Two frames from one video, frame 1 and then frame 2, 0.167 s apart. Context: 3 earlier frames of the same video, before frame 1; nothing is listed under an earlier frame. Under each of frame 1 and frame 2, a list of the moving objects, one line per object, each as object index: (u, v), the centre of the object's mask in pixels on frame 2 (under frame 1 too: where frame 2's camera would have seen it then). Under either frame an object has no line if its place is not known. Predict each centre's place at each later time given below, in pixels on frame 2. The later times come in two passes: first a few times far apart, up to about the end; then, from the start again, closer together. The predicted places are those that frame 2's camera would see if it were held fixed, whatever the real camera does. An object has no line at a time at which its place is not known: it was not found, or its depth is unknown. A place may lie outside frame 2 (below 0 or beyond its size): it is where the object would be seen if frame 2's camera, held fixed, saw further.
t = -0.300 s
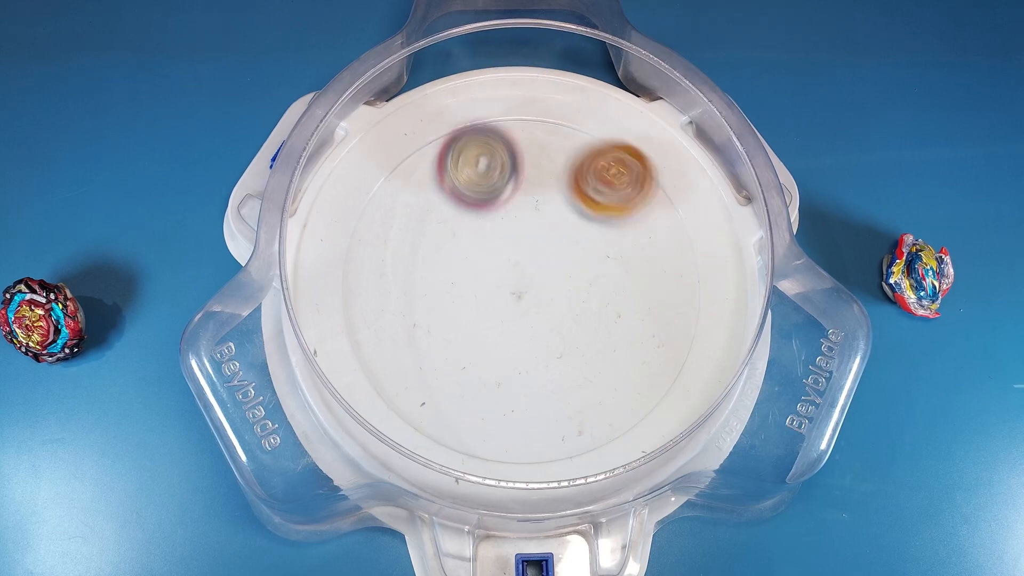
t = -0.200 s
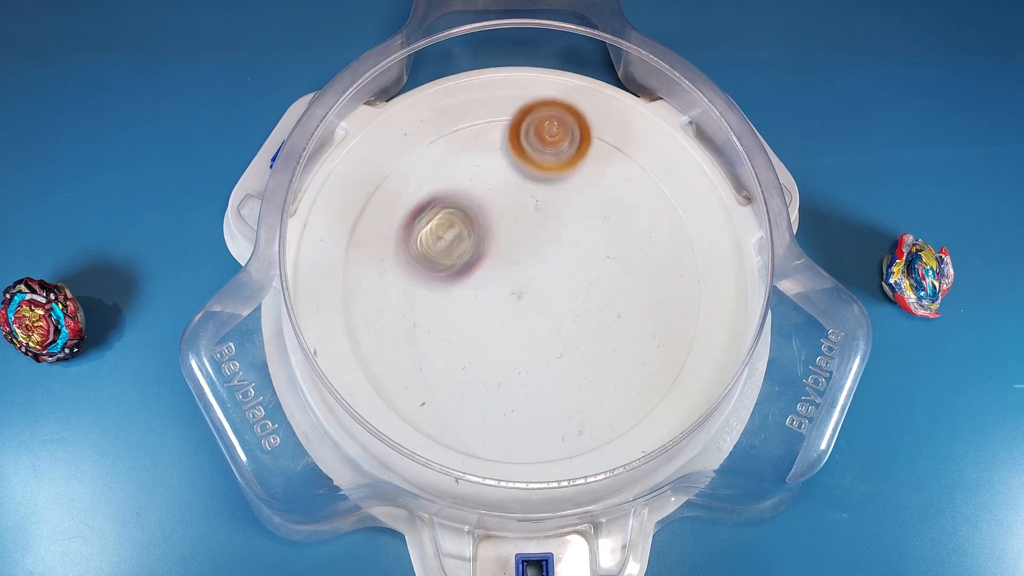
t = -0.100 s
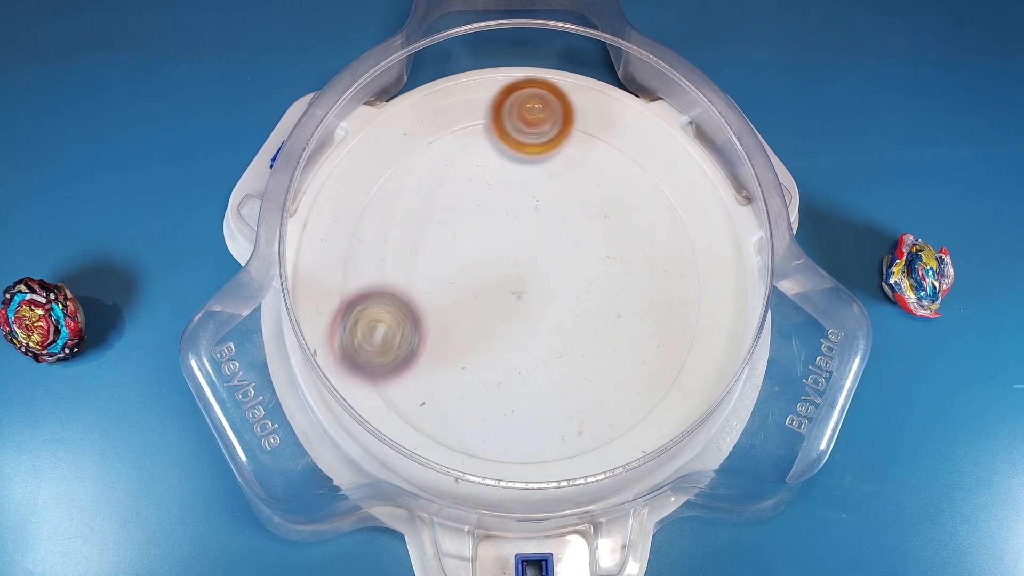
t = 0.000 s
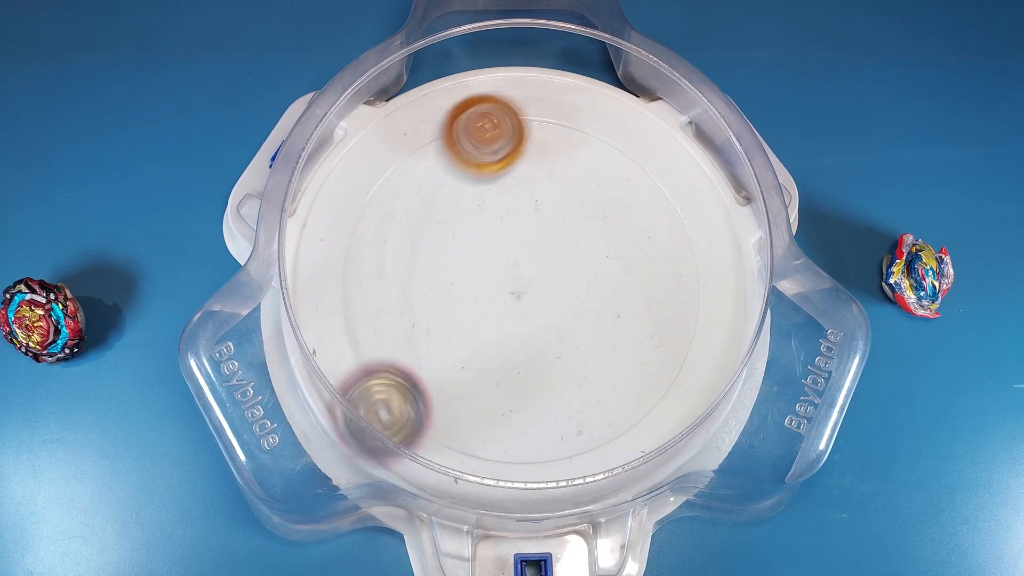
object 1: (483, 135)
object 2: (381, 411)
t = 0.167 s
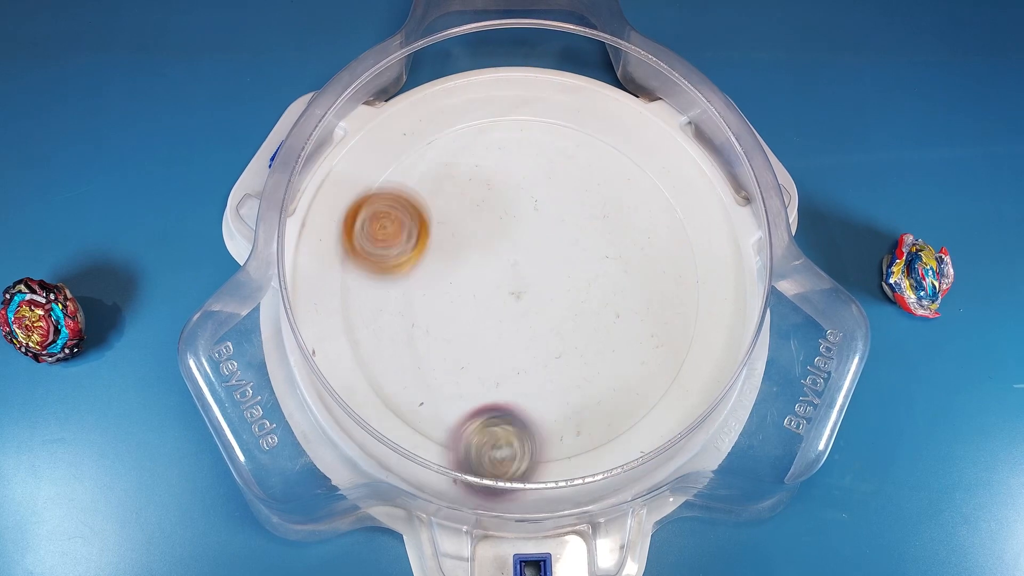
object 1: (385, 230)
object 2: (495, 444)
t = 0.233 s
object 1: (383, 296)
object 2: (557, 427)
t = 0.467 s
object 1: (572, 400)
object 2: (665, 194)
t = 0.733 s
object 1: (670, 210)
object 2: (410, 111)
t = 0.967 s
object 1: (499, 123)
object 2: (328, 281)
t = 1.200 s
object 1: (378, 285)
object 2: (505, 337)
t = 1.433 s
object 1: (540, 435)
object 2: (581, 182)
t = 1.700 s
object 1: (701, 288)
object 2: (444, 162)
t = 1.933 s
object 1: (584, 146)
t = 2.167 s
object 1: (405, 228)
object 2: (630, 248)
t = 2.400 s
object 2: (578, 140)
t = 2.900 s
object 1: (602, 184)
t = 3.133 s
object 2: (648, 202)
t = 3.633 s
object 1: (602, 435)
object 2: (554, 352)
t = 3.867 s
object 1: (726, 377)
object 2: (589, 270)
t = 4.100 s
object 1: (692, 243)
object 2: (518, 315)
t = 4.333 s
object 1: (538, 186)
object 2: (601, 339)
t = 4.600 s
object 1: (397, 304)
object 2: (512, 259)
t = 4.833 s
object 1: (471, 434)
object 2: (475, 338)
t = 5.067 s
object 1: (595, 399)
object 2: (547, 286)
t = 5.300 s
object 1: (560, 279)
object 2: (448, 239)
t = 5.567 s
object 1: (445, 264)
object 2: (406, 372)
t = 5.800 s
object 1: (429, 308)
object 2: (538, 389)
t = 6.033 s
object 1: (461, 313)
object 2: (574, 270)
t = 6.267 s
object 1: (487, 300)
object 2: (489, 182)
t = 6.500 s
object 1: (500, 281)
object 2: (389, 240)
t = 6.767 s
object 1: (512, 265)
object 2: (482, 349)
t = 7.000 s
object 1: (514, 255)
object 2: (603, 310)
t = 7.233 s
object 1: (515, 258)
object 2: (617, 202)
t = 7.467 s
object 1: (520, 265)
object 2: (507, 176)
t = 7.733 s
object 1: (538, 302)
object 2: (433, 267)
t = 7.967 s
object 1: (586, 304)
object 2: (495, 365)
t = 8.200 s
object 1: (607, 258)
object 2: (535, 391)
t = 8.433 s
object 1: (563, 219)
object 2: (542, 428)
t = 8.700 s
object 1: (492, 248)
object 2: (496, 365)
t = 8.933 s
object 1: (467, 215)
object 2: (404, 385)
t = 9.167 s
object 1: (462, 240)
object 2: (396, 355)
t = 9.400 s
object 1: (559, 231)
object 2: (362, 323)
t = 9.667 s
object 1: (591, 220)
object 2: (429, 299)
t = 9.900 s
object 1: (575, 233)
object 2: (459, 246)
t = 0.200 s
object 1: (380, 263)
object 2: (526, 440)
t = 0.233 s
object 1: (383, 296)
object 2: (557, 427)
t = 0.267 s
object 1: (395, 327)
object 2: (586, 406)
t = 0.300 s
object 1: (415, 355)
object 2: (611, 377)
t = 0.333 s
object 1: (441, 378)
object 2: (632, 345)
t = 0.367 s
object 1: (471, 395)
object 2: (648, 311)
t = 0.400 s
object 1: (506, 404)
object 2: (660, 274)
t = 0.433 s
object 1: (540, 406)
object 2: (666, 235)
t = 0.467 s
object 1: (572, 400)
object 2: (665, 194)
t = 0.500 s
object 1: (603, 387)
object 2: (660, 157)
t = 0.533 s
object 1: (627, 371)
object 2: (644, 124)
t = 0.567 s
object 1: (648, 348)
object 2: (608, 115)
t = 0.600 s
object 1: (665, 322)
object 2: (568, 113)
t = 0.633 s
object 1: (676, 295)
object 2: (528, 109)
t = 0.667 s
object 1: (680, 265)
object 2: (487, 107)
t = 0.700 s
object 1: (678, 237)
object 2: (445, 104)
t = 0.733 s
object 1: (670, 210)
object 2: (410, 111)
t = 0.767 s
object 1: (656, 184)
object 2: (392, 145)
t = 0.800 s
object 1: (638, 161)
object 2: (373, 173)
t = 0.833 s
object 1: (617, 143)
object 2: (356, 201)
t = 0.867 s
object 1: (590, 128)
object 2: (341, 224)
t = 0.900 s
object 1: (560, 121)
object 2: (329, 244)
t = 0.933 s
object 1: (529, 118)
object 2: (320, 262)
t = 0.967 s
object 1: (499, 123)
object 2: (328, 281)
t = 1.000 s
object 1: (468, 132)
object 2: (338, 298)
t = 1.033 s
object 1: (441, 148)
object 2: (358, 314)
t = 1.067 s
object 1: (417, 170)
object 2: (386, 329)
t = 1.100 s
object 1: (398, 194)
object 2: (415, 341)
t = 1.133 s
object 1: (385, 222)
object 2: (446, 346)
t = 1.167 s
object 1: (379, 254)
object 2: (476, 345)
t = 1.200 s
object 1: (378, 285)
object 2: (505, 337)
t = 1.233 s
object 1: (385, 317)
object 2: (529, 325)
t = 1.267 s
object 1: (398, 347)
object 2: (550, 307)
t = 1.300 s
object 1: (418, 375)
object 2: (567, 284)
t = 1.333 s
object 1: (444, 399)
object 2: (578, 260)
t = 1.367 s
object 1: (471, 417)
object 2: (584, 234)
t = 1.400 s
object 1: (505, 429)
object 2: (585, 207)
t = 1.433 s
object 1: (540, 435)
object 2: (581, 182)
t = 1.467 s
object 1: (573, 433)
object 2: (573, 158)
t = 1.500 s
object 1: (604, 425)
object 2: (561, 135)
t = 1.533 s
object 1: (632, 412)
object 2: (546, 116)
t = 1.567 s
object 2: (526, 113)
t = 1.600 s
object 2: (504, 123)
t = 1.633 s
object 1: (689, 344)
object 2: (483, 135)
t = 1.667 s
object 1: (698, 316)
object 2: (463, 149)
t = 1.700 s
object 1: (701, 288)
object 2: (444, 162)
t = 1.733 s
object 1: (699, 260)
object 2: (427, 178)
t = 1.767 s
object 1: (691, 234)
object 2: (415, 198)
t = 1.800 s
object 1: (678, 209)
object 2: (412, 221)
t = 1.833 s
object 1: (660, 187)
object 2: (417, 246)
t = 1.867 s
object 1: (636, 169)
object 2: (430, 268)
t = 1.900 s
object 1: (611, 155)
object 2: (449, 287)
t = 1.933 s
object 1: (584, 146)
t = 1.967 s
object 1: (554, 143)
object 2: (500, 309)
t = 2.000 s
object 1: (524, 145)
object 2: (527, 311)
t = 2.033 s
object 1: (495, 152)
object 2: (553, 307)
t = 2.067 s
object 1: (467, 164)
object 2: (577, 299)
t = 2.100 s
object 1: (443, 181)
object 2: (598, 285)
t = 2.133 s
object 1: (422, 202)
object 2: (616, 268)
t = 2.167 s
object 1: (405, 228)
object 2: (630, 248)
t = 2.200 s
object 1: (394, 256)
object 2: (640, 227)
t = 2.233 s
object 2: (646, 204)
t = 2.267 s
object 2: (646, 182)
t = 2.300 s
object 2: (642, 160)
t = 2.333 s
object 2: (626, 148)
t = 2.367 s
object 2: (602, 143)
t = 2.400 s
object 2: (578, 140)
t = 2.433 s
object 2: (531, 137)
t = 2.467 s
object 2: (509, 146)
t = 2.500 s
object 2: (489, 162)
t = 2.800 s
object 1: (662, 241)
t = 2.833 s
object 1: (646, 218)
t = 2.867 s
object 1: (626, 199)
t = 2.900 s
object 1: (602, 184)
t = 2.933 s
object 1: (576, 172)
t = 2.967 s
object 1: (549, 167)
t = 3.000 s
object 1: (520, 165)
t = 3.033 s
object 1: (492, 169)
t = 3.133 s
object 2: (648, 202)
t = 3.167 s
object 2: (629, 190)
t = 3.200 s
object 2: (607, 185)
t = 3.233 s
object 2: (582, 186)
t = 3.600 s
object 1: (585, 457)
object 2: (538, 349)
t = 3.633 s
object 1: (602, 435)
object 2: (554, 352)
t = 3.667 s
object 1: (623, 426)
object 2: (568, 347)
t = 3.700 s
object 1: (649, 434)
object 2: (576, 328)
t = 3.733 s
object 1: (671, 429)
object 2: (583, 313)
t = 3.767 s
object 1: (691, 422)
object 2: (590, 299)
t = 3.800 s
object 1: (706, 408)
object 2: (594, 288)
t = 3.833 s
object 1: (717, 393)
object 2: (595, 278)
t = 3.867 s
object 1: (726, 377)
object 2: (589, 270)
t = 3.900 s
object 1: (730, 358)
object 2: (578, 264)
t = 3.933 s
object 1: (731, 339)
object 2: (564, 264)
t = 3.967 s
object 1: (723, 317)
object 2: (549, 268)
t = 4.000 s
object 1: (723, 299)
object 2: (536, 275)
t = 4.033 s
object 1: (717, 280)
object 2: (525, 286)
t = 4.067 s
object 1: (707, 261)
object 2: (519, 300)
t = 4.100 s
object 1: (692, 243)
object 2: (518, 315)
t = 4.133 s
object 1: (676, 227)
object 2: (523, 330)
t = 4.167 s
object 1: (659, 212)
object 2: (532, 344)
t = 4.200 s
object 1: (637, 201)
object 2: (545, 354)
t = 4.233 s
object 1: (615, 191)
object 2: (560, 359)
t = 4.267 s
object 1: (590, 186)
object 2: (575, 358)
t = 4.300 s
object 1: (563, 184)
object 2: (590, 352)
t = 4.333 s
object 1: (538, 186)
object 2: (601, 339)
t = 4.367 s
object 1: (514, 191)
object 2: (608, 323)
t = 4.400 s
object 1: (489, 201)
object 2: (608, 304)
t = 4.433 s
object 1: (467, 212)
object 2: (602, 286)
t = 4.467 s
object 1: (447, 226)
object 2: (589, 271)
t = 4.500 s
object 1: (430, 241)
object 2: (572, 261)
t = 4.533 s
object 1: (416, 260)
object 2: (552, 256)
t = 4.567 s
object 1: (405, 281)
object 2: (531, 255)
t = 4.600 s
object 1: (397, 304)
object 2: (512, 259)
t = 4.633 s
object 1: (394, 327)
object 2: (494, 267)
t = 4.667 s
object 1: (396, 350)
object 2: (479, 279)
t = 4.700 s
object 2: (466, 293)
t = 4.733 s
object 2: (458, 308)
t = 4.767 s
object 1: (426, 415)
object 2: (455, 326)
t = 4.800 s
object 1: (446, 427)
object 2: (464, 332)
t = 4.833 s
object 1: (471, 434)
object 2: (475, 338)
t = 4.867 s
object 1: (495, 437)
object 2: (490, 343)
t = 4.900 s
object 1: (520, 440)
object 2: (507, 344)
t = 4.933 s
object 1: (541, 437)
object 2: (522, 341)
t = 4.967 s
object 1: (560, 433)
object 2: (534, 332)
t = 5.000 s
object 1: (574, 425)
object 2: (543, 320)
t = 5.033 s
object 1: (586, 413)
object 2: (548, 303)
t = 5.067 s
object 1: (595, 399)
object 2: (547, 286)
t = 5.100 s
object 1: (602, 382)
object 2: (541, 271)
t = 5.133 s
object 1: (605, 365)
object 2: (530, 257)
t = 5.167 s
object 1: (605, 346)
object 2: (517, 246)
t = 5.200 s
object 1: (599, 327)
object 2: (500, 238)
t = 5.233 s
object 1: (589, 308)
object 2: (484, 234)
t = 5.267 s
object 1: (576, 292)
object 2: (466, 235)
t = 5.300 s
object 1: (560, 279)
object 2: (448, 239)
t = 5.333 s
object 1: (543, 268)
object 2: (434, 249)
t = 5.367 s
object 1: (524, 263)
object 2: (423, 262)
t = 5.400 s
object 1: (505, 259)
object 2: (415, 279)
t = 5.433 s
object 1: (489, 258)
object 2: (405, 295)
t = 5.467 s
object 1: (477, 257)
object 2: (395, 315)
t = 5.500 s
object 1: (467, 257)
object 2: (393, 335)
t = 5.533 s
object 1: (455, 260)
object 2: (396, 354)
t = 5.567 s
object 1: (445, 264)
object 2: (406, 372)
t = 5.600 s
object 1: (435, 270)
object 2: (421, 386)
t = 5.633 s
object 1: (427, 279)
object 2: (438, 398)
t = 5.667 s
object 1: (422, 287)
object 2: (457, 405)
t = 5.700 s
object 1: (421, 295)
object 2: (479, 410)
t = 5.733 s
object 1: (422, 301)
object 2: (500, 407)
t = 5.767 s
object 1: (425, 305)
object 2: (519, 400)
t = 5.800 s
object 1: (429, 308)
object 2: (538, 389)
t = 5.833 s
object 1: (434, 310)
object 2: (552, 376)
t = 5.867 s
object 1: (439, 312)
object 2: (563, 359)
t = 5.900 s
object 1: (444, 313)
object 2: (572, 342)
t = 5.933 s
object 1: (448, 313)
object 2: (576, 324)
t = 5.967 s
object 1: (453, 313)
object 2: (578, 306)
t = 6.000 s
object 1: (457, 313)
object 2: (578, 287)
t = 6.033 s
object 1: (461, 313)
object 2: (574, 270)
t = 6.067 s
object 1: (466, 311)
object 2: (568, 252)
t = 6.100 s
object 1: (470, 310)
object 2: (560, 237)
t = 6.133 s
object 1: (475, 308)
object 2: (549, 221)
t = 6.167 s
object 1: (478, 306)
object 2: (537, 208)
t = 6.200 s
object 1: (482, 304)
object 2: (523, 196)
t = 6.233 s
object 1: (484, 302)
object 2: (506, 189)
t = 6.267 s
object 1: (487, 300)
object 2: (489, 182)
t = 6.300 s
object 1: (491, 297)
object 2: (471, 180)
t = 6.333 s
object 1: (493, 294)
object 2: (452, 180)
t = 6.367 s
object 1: (494, 291)
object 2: (435, 185)
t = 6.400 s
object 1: (496, 289)
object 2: (418, 193)
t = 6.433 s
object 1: (497, 286)
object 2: (404, 205)
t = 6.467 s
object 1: (499, 283)
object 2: (394, 221)
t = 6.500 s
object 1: (500, 281)
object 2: (389, 240)
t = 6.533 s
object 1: (501, 279)
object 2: (388, 258)
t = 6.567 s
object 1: (502, 277)
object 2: (393, 278)
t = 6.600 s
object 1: (502, 276)
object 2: (404, 296)
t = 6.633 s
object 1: (503, 274)
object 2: (417, 312)
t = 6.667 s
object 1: (504, 272)
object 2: (432, 325)
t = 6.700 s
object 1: (508, 269)
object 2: (446, 336)
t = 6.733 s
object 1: (510, 266)
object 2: (463, 344)
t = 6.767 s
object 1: (512, 265)
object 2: (482, 349)
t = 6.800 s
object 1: (514, 263)
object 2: (501, 351)
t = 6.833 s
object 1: (515, 262)
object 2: (521, 350)
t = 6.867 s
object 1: (516, 261)
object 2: (540, 345)
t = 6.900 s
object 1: (517, 261)
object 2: (557, 337)
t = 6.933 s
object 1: (517, 260)
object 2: (573, 328)
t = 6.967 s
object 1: (516, 256)
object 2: (589, 321)
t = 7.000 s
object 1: (514, 255)
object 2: (603, 310)
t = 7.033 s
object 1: (514, 255)
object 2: (615, 296)
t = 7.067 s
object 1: (514, 255)
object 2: (623, 281)
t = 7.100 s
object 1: (514, 255)
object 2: (628, 266)
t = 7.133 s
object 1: (514, 255)
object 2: (631, 249)
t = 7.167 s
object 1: (514, 256)
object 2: (630, 232)
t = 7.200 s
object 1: (514, 257)
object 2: (626, 216)
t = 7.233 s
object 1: (515, 258)
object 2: (617, 202)
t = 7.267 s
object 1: (515, 259)
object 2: (605, 188)
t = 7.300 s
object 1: (517, 259)
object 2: (591, 178)
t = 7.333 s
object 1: (518, 260)
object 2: (574, 173)
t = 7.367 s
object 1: (520, 261)
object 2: (557, 170)
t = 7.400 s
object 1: (522, 261)
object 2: (538, 172)
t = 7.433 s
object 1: (522, 264)
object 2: (523, 173)
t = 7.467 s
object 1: (520, 265)
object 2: (507, 176)
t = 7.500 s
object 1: (519, 272)
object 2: (489, 178)
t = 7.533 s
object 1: (520, 277)
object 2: (474, 182)
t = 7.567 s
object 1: (522, 281)
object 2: (458, 191)
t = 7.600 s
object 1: (524, 286)
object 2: (446, 202)
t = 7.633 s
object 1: (528, 290)
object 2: (436, 216)
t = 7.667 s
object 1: (531, 294)
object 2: (431, 232)
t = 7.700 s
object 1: (534, 298)
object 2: (431, 249)
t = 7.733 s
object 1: (538, 302)
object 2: (433, 267)
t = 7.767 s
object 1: (542, 306)
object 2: (439, 284)
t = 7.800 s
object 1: (545, 309)
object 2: (449, 300)
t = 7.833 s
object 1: (551, 311)
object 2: (458, 312)
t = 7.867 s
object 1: (559, 314)
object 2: (462, 323)
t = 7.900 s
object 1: (565, 315)
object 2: (471, 334)
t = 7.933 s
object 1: (570, 314)
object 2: (484, 345)
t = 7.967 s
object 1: (586, 304)
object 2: (495, 365)
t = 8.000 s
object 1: (590, 299)
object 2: (501, 371)
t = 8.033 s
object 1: (594, 295)
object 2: (511, 376)
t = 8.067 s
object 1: (597, 293)
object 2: (523, 378)
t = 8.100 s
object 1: (596, 291)
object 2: (537, 377)
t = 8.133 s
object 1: (594, 290)
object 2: (549, 370)
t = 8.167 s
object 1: (599, 277)
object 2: (545, 378)
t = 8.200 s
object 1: (607, 258)
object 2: (535, 391)
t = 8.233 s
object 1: (611, 245)
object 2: (529, 400)
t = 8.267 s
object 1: (610, 235)
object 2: (527, 410)
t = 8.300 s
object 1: (604, 229)
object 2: (526, 419)
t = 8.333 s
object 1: (595, 224)
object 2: (529, 425)
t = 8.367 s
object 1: (586, 221)
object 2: (534, 429)
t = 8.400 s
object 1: (575, 219)
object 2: (538, 431)
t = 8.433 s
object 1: (563, 219)
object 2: (542, 428)
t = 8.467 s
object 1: (551, 220)
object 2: (545, 423)
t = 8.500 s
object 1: (540, 223)
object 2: (548, 412)
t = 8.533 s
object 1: (528, 228)
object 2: (547, 400)
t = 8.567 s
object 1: (518, 234)
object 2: (543, 386)
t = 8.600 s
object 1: (508, 243)
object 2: (535, 372)
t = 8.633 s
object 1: (499, 252)
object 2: (526, 359)
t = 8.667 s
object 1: (491, 262)
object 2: (516, 350)
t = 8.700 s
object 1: (492, 248)
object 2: (496, 365)
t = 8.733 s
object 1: (491, 232)
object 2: (475, 376)
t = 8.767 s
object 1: (490, 222)
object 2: (456, 380)
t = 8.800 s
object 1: (488, 215)
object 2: (441, 382)
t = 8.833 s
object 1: (483, 212)
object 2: (431, 384)
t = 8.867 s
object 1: (477, 213)
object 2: (421, 385)
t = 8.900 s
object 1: (472, 213)
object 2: (413, 385)
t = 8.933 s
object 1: (467, 215)
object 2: (404, 385)
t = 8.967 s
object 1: (464, 218)
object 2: (398, 385)
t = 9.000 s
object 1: (462, 221)
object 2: (393, 383)
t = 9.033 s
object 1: (461, 225)
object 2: (390, 379)
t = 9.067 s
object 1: (461, 229)
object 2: (390, 375)
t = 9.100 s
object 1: (461, 232)
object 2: (392, 370)
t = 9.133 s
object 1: (461, 236)
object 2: (393, 363)
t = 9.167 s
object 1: (462, 240)
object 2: (396, 355)
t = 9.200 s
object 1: (463, 244)
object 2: (399, 347)
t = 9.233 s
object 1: (465, 248)
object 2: (404, 336)
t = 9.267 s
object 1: (467, 252)
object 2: (409, 325)
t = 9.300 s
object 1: (486, 248)
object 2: (390, 323)
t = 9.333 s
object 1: (513, 241)
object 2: (362, 326)
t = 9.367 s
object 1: (538, 236)
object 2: (356, 325)
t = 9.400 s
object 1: (559, 231)
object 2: (362, 323)
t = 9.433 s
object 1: (574, 229)
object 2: (371, 321)
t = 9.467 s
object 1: (584, 227)
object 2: (380, 318)
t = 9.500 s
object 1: (589, 224)
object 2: (389, 316)
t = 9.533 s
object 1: (592, 222)
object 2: (399, 313)
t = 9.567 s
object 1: (593, 220)
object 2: (407, 310)
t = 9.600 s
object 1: (594, 220)
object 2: (415, 307)
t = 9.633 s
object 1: (592, 220)
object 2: (422, 303)
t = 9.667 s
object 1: (591, 220)
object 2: (429, 299)
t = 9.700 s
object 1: (588, 221)
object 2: (435, 292)
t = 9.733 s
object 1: (586, 222)
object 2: (438, 285)
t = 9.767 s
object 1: (584, 224)
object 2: (442, 278)
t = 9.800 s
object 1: (582, 226)
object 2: (445, 270)
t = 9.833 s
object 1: (580, 228)
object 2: (449, 261)
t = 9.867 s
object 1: (577, 230)
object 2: (454, 253)
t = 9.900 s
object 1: (575, 233)
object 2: (459, 246)
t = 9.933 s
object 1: (573, 236)
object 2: (463, 239)
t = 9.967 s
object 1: (571, 238)
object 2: (470, 232)
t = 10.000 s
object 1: (568, 241)
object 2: (475, 226)
